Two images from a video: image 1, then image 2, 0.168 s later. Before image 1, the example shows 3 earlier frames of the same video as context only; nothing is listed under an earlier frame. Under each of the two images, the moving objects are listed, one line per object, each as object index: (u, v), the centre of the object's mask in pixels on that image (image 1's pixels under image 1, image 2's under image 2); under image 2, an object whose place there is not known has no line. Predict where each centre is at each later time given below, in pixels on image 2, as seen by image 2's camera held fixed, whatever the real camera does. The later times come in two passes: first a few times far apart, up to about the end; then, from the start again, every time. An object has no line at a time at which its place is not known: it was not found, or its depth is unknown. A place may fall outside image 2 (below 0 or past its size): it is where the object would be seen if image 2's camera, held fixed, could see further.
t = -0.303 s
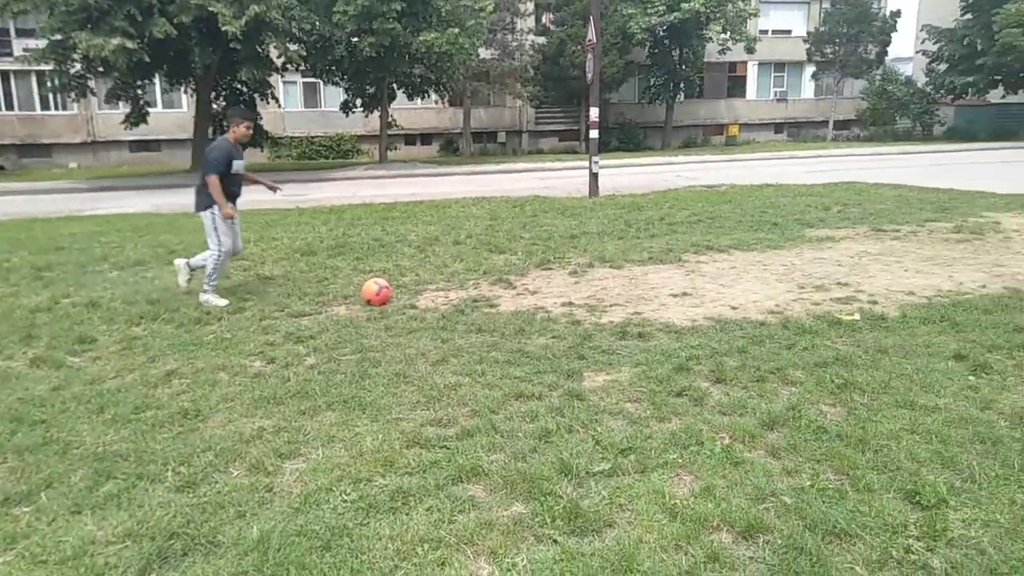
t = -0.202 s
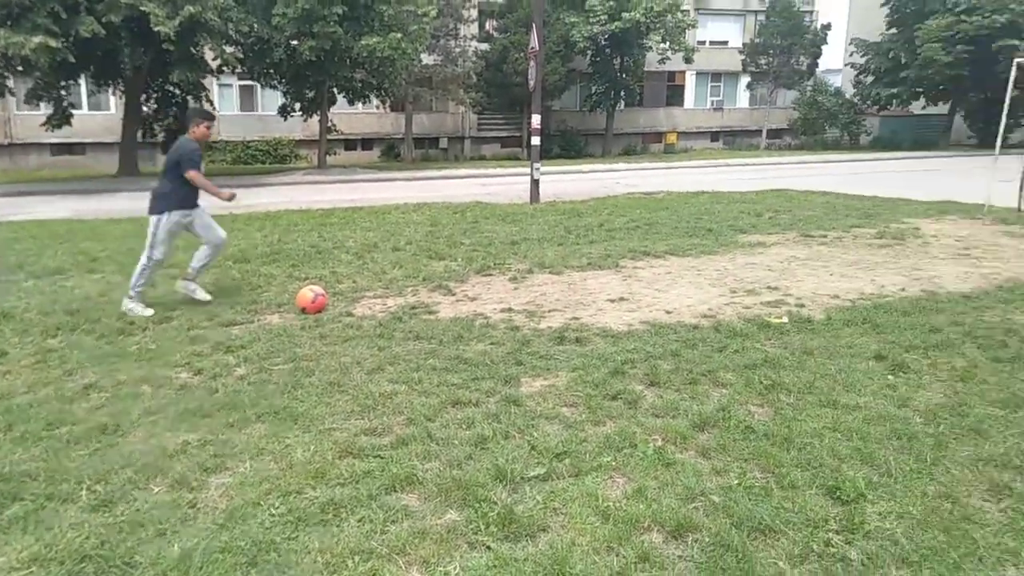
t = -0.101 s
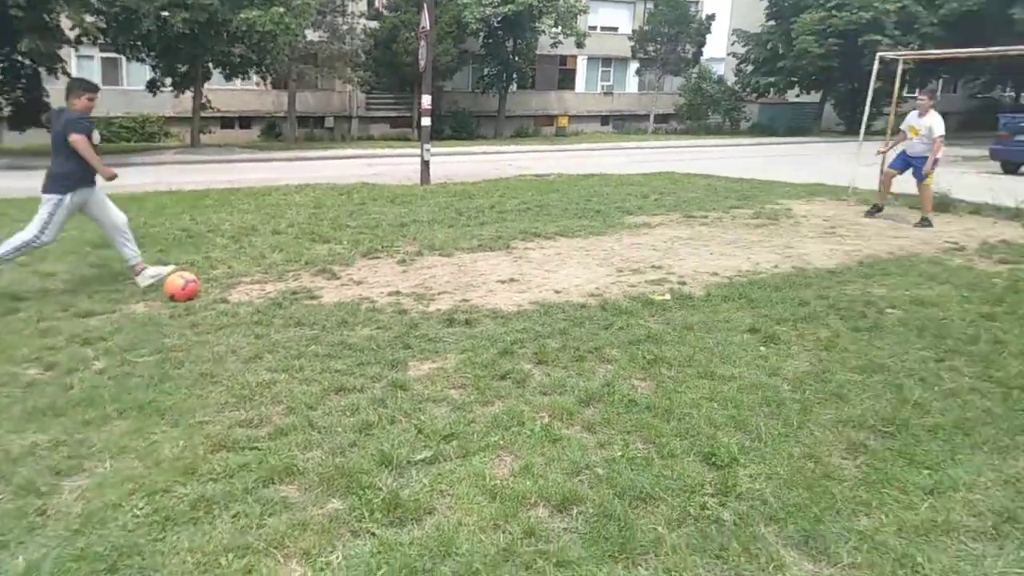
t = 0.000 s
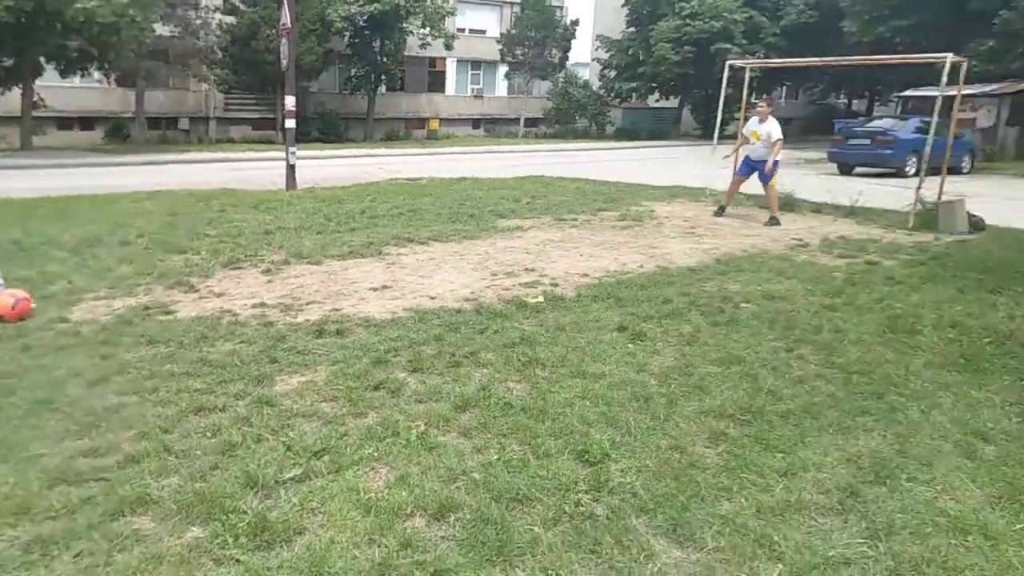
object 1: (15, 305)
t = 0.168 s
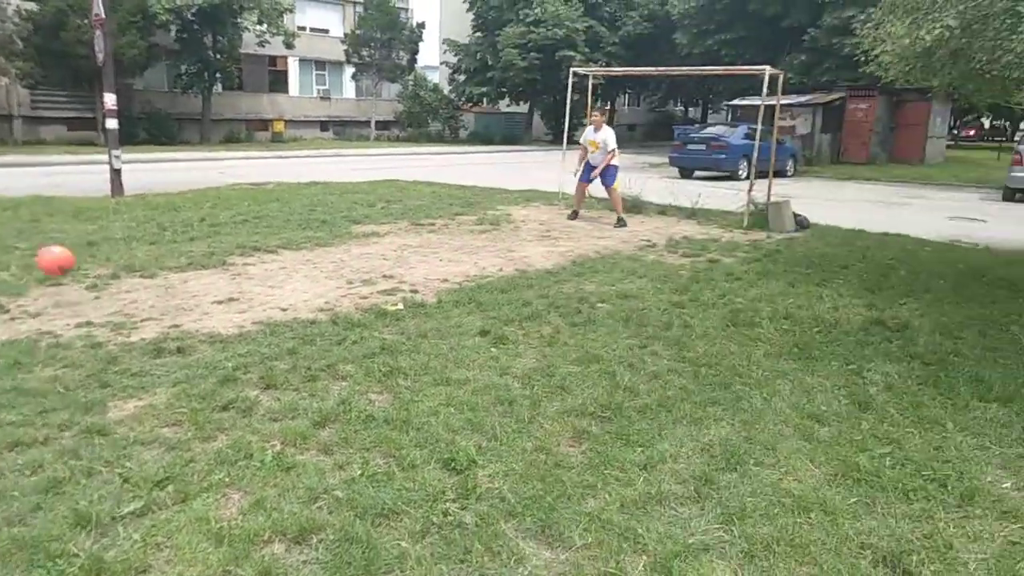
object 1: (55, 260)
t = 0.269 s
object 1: (260, 214)
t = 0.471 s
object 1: (506, 179)
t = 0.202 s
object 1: (131, 242)
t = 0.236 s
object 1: (199, 226)
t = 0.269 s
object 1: (260, 214)
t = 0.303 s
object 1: (314, 204)
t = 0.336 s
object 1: (361, 196)
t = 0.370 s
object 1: (403, 190)
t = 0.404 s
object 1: (441, 186)
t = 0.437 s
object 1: (476, 182)
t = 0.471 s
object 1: (506, 179)
